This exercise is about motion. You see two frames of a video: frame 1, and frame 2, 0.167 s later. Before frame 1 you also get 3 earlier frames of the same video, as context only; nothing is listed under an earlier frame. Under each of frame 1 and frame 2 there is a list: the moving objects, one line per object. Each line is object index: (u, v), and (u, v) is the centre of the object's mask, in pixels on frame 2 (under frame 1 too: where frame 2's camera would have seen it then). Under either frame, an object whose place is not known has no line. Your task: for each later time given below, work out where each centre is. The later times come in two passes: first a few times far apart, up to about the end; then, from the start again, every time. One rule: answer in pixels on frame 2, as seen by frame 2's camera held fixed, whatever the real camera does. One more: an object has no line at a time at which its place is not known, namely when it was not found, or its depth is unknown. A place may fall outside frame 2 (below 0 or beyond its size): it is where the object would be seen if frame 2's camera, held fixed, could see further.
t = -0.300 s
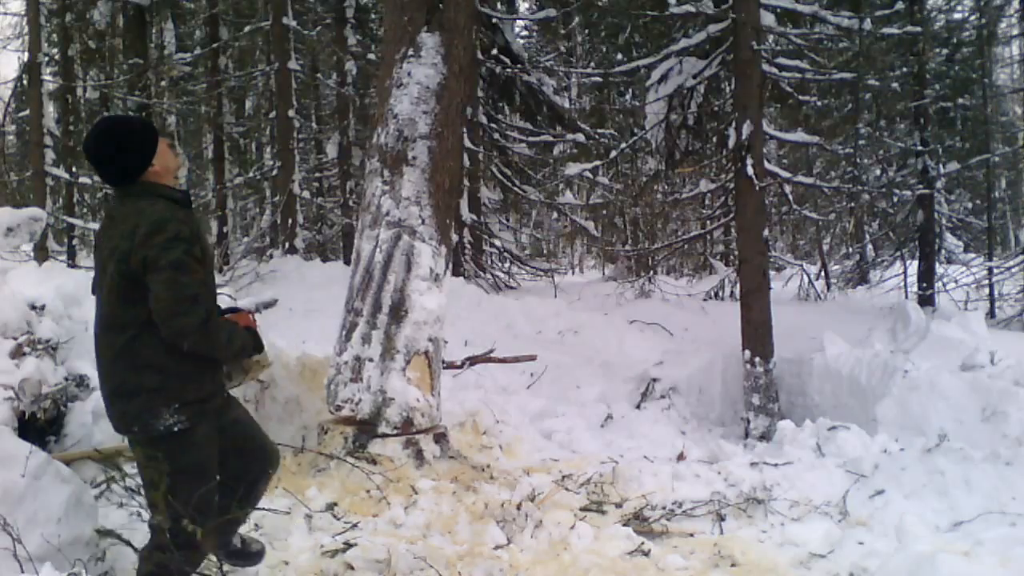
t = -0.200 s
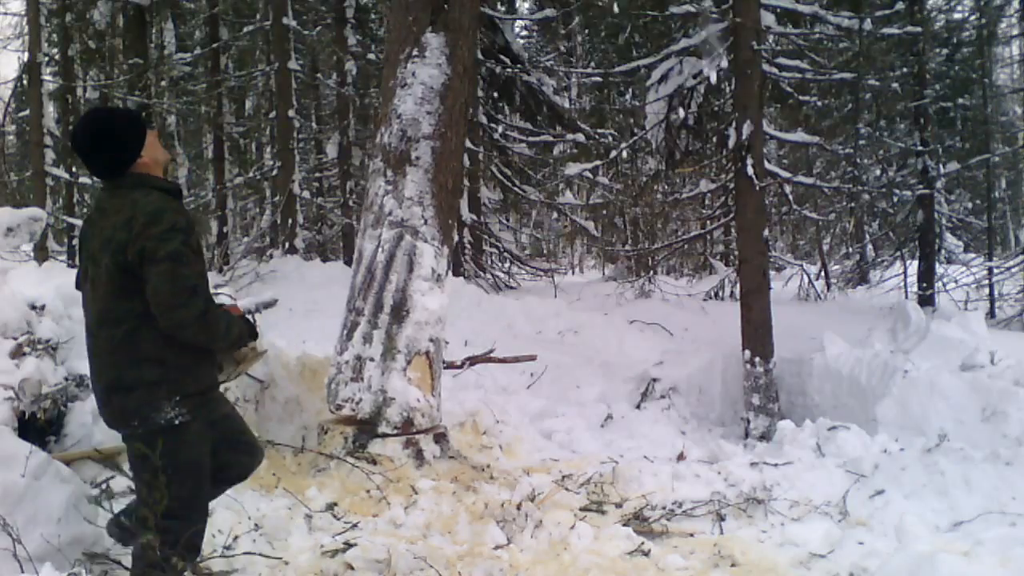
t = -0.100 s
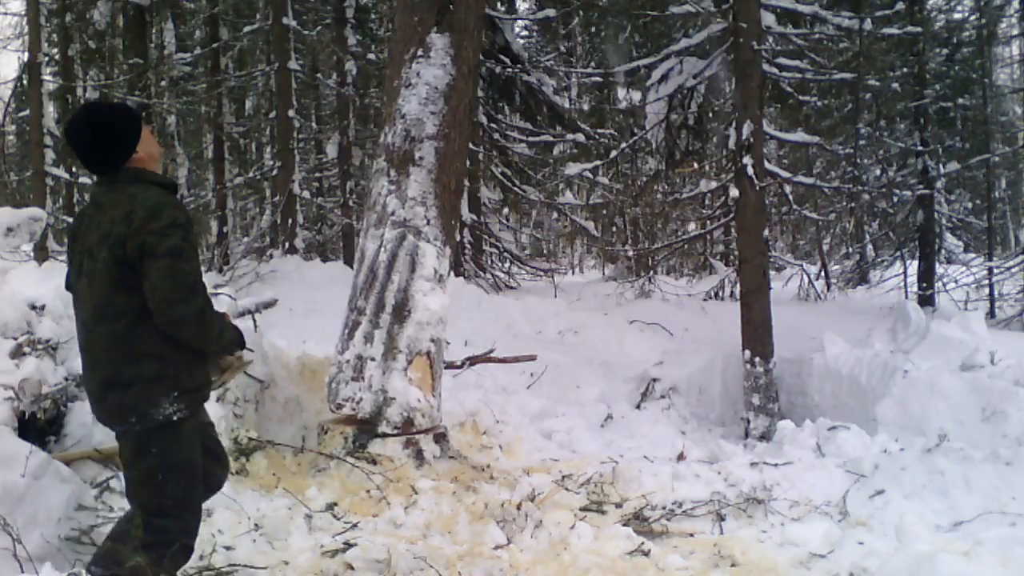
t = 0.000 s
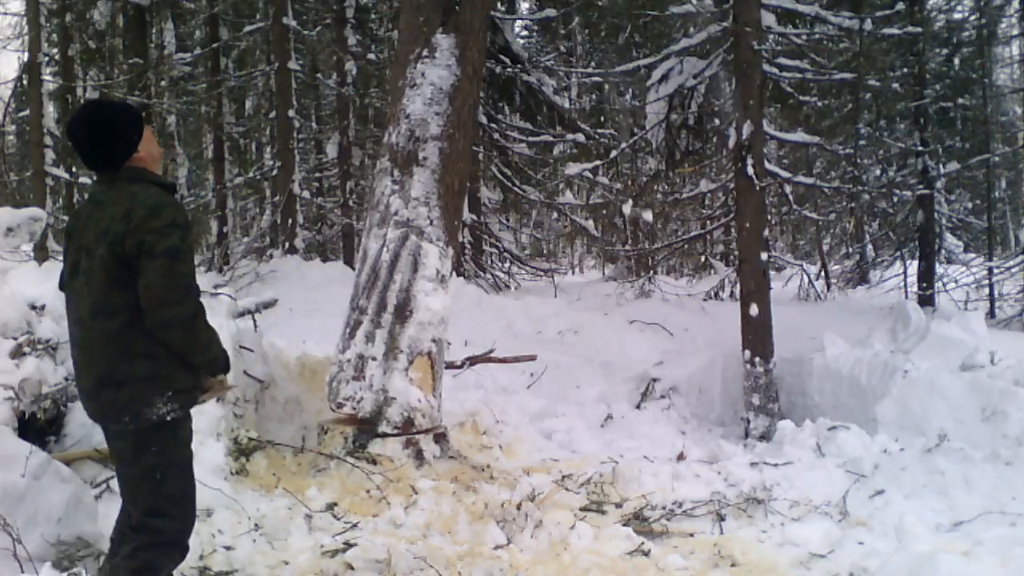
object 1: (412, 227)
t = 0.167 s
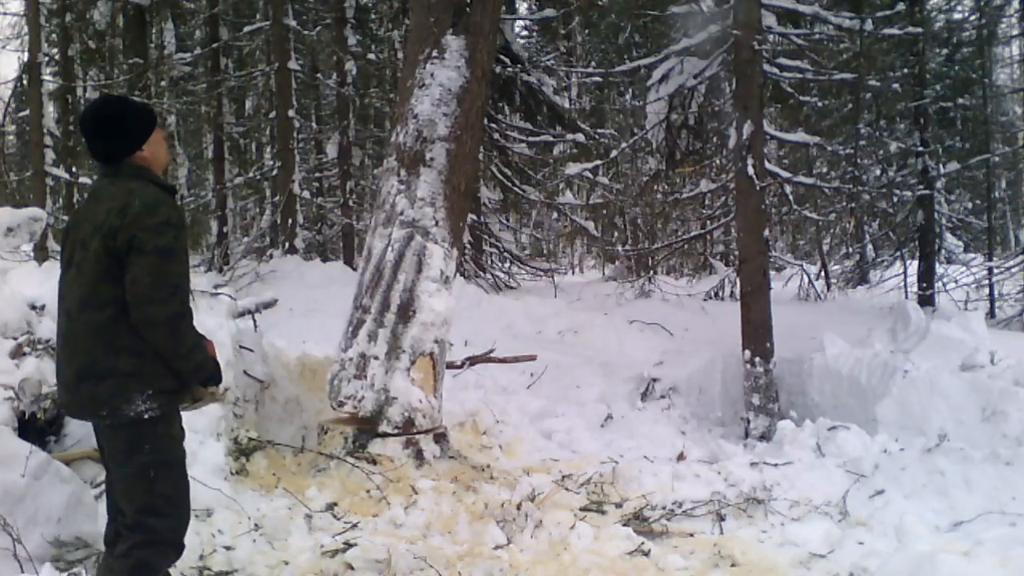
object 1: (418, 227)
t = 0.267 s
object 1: (421, 228)
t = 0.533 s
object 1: (431, 226)
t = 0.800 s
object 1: (444, 225)
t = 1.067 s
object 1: (453, 221)
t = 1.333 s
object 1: (460, 219)
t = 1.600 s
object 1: (477, 212)
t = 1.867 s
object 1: (504, 210)
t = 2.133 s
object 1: (549, 207)
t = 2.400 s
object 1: (627, 205)
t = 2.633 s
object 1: (670, 239)
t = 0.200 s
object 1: (419, 227)
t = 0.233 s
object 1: (420, 227)
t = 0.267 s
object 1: (421, 228)
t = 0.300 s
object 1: (422, 227)
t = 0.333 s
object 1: (423, 227)
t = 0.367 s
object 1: (424, 227)
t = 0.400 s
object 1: (425, 227)
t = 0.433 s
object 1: (427, 227)
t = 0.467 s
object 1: (428, 227)
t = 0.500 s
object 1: (430, 227)
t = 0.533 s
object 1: (431, 226)
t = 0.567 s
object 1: (432, 226)
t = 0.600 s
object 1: (434, 226)
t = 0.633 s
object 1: (436, 226)
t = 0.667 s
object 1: (437, 226)
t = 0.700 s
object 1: (439, 226)
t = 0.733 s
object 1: (441, 225)
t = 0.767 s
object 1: (442, 225)
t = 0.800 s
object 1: (444, 225)
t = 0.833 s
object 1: (446, 224)
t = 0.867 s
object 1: (448, 224)
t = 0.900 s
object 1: (449, 224)
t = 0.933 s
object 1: (451, 223)
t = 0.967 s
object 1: (452, 223)
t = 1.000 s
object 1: (453, 223)
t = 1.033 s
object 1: (453, 222)
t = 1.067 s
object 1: (453, 221)
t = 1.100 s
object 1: (454, 221)
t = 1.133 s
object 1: (454, 220)
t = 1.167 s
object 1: (455, 220)
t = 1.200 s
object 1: (455, 220)
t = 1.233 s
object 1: (455, 219)
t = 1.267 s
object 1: (458, 214)
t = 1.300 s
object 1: (458, 219)
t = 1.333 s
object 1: (460, 219)
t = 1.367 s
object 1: (462, 218)
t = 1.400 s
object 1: (464, 218)
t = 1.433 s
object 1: (465, 218)
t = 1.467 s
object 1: (469, 213)
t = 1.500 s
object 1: (469, 217)
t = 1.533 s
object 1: (473, 213)
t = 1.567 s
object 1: (472, 217)
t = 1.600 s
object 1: (477, 212)
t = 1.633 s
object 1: (480, 212)
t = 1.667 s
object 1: (482, 212)
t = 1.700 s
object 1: (485, 212)
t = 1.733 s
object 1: (489, 211)
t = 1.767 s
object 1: (492, 211)
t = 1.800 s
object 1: (495, 211)
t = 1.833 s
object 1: (499, 211)
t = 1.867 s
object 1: (504, 210)
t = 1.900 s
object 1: (507, 210)
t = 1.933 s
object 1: (512, 209)
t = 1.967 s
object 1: (518, 209)
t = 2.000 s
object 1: (524, 208)
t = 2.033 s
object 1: (530, 207)
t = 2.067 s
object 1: (535, 207)
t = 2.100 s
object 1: (542, 207)
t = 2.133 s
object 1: (549, 207)
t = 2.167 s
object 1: (558, 206)
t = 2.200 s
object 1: (566, 206)
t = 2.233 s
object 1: (574, 206)
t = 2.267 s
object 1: (583, 206)
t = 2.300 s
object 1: (593, 205)
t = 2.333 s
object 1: (604, 205)
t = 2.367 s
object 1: (615, 205)
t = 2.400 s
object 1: (627, 205)
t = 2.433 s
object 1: (640, 204)
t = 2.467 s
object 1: (653, 205)
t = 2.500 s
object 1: (661, 209)
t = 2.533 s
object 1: (666, 214)
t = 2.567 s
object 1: (669, 222)
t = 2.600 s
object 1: (670, 230)
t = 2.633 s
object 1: (670, 239)
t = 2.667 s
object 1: (672, 247)
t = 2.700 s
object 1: (673, 255)
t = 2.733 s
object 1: (674, 264)
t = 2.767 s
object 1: (675, 272)
